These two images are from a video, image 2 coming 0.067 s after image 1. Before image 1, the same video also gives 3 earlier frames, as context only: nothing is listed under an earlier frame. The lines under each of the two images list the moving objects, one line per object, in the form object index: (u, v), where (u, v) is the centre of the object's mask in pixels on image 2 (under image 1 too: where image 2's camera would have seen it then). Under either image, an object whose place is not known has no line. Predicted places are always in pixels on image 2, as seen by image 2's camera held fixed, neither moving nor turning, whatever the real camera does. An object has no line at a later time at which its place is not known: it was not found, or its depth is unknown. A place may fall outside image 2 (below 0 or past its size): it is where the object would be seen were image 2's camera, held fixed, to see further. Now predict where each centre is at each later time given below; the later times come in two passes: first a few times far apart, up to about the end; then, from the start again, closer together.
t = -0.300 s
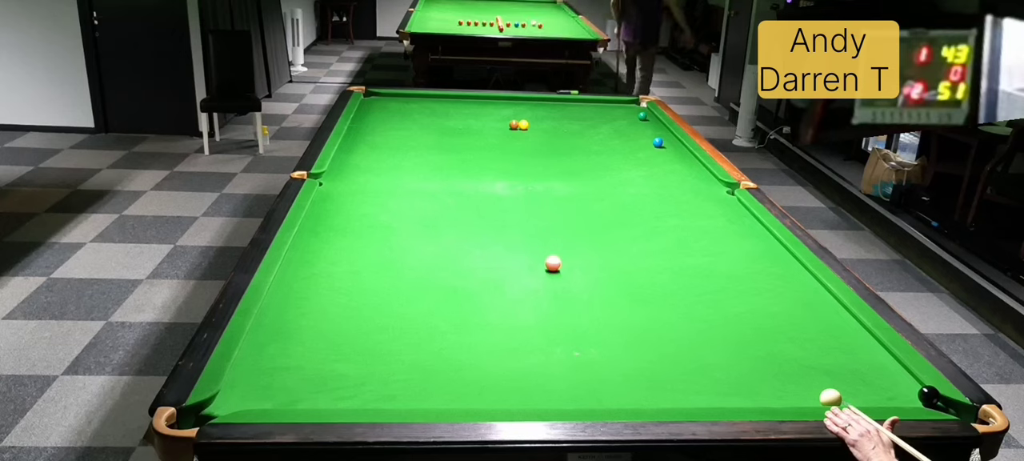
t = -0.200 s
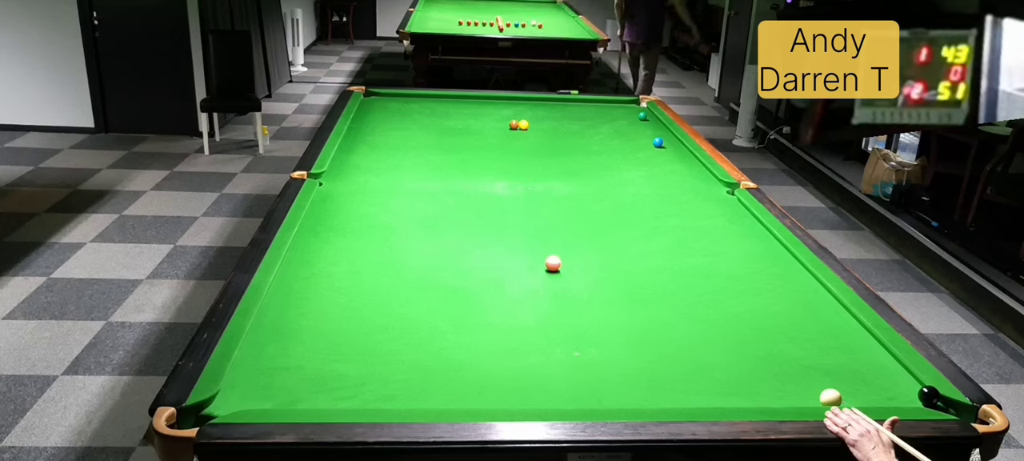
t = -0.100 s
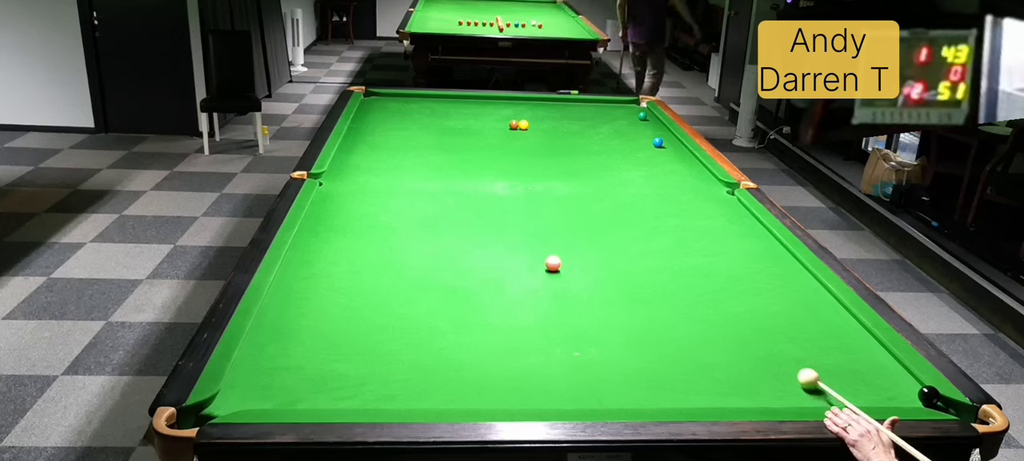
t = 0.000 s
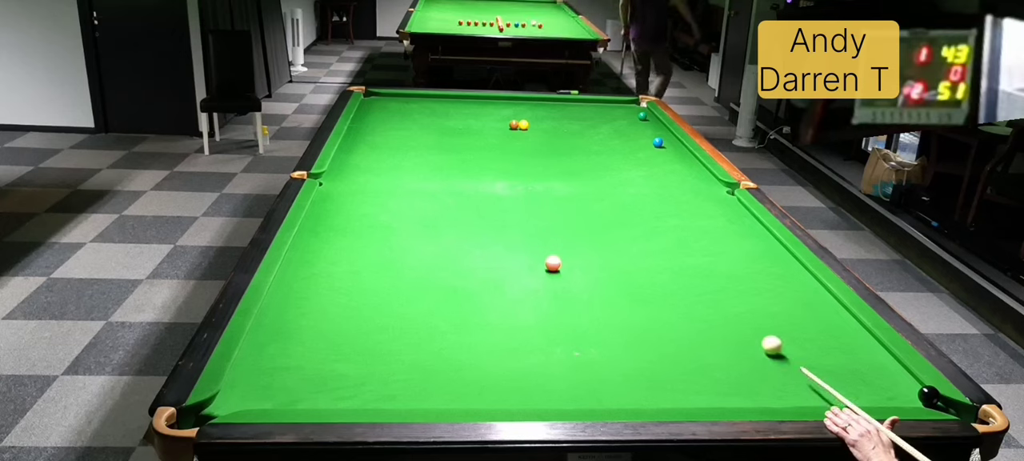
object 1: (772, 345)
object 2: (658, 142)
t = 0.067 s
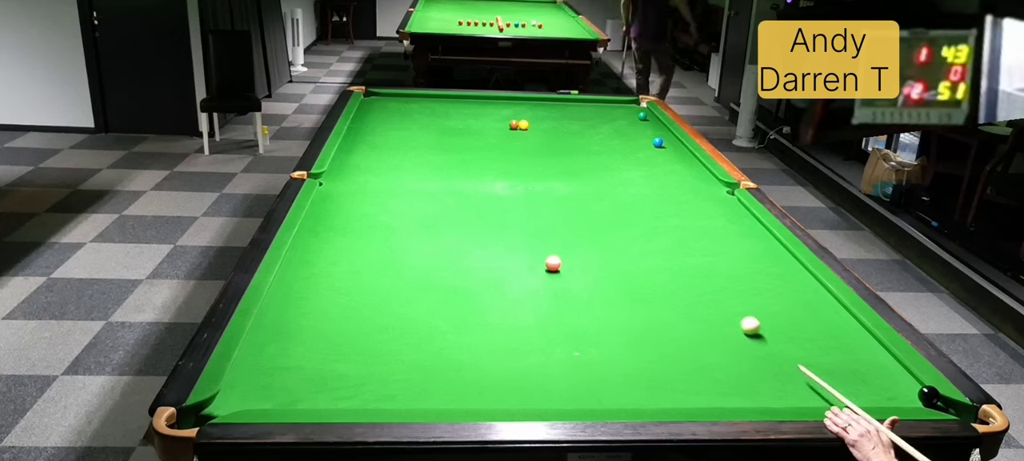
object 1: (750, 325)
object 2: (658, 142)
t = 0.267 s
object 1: (696, 276)
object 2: (658, 142)
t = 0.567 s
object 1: (636, 221)
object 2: (658, 142)
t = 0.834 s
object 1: (596, 185)
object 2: (658, 142)
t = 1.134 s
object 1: (561, 153)
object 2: (658, 142)
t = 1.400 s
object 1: (536, 130)
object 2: (658, 142)
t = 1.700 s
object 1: (545, 114)
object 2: (658, 143)
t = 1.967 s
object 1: (554, 103)
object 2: (658, 142)
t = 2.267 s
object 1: (569, 104)
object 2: (658, 142)
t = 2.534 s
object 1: (585, 112)
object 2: (658, 142)
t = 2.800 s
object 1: (602, 119)
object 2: (658, 142)
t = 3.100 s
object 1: (622, 128)
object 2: (658, 142)
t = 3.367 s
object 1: (640, 136)
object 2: (658, 143)
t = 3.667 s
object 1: (648, 142)
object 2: (670, 146)
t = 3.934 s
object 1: (647, 145)
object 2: (685, 149)
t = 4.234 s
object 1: (646, 148)
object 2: (681, 152)
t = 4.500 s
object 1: (646, 151)
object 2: (677, 154)
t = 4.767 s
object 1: (645, 153)
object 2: (674, 156)
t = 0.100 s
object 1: (740, 316)
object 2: (658, 142)
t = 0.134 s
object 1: (731, 307)
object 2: (658, 142)
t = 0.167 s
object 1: (722, 299)
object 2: (658, 142)
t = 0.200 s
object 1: (713, 291)
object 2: (658, 142)
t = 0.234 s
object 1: (705, 283)
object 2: (658, 142)
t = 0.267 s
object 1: (696, 276)
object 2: (658, 142)
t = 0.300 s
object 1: (688, 268)
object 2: (658, 142)
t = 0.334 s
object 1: (681, 262)
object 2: (658, 142)
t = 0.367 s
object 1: (674, 255)
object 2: (658, 142)
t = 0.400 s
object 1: (667, 249)
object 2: (658, 142)
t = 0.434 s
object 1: (660, 243)
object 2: (658, 142)
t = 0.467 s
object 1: (654, 237)
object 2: (658, 142)
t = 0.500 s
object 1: (648, 231)
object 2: (658, 142)
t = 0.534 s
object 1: (642, 226)
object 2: (658, 142)
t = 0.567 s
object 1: (636, 221)
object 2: (658, 142)
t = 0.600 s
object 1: (630, 215)
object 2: (658, 142)
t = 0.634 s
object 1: (625, 211)
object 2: (658, 142)
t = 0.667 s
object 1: (620, 206)
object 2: (658, 142)
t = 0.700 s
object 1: (615, 201)
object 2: (658, 142)
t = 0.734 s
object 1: (610, 197)
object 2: (658, 142)
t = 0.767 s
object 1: (605, 192)
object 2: (658, 142)
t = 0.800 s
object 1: (600, 188)
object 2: (658, 142)
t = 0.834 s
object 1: (596, 185)
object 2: (658, 142)
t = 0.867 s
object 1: (592, 181)
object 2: (658, 142)
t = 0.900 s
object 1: (587, 177)
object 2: (658, 142)
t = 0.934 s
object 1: (583, 173)
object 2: (658, 142)
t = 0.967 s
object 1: (579, 169)
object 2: (658, 142)
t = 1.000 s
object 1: (575, 166)
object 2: (658, 142)
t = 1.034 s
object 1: (571, 162)
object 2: (658, 142)
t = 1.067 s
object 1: (568, 159)
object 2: (658, 142)
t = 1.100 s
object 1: (564, 156)
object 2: (658, 142)
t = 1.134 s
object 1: (561, 153)
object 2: (658, 142)
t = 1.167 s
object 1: (557, 149)
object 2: (658, 142)
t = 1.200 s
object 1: (554, 146)
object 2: (658, 142)
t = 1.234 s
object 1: (551, 144)
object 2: (658, 142)
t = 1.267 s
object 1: (548, 140)
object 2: (658, 142)
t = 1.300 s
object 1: (545, 138)
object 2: (658, 142)
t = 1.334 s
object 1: (542, 135)
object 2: (658, 142)
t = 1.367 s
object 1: (539, 133)
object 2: (658, 142)
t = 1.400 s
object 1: (536, 130)
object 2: (658, 142)
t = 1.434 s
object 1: (533, 127)
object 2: (658, 142)
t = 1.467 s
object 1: (533, 125)
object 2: (658, 142)
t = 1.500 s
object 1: (536, 124)
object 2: (658, 142)
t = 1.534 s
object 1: (537, 122)
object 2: (658, 142)
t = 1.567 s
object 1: (539, 120)
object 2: (658, 142)
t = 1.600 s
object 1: (541, 119)
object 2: (658, 142)
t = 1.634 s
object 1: (542, 117)
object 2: (658, 143)
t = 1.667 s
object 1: (543, 116)
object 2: (658, 143)
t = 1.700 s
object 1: (545, 114)
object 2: (658, 143)
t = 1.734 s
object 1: (546, 113)
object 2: (658, 143)
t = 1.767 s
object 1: (547, 111)
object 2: (658, 143)
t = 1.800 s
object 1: (548, 110)
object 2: (658, 143)
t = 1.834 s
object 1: (549, 108)
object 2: (658, 143)
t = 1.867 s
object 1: (550, 107)
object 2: (658, 142)
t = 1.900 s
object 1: (552, 106)
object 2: (658, 142)
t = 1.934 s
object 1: (553, 104)
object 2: (658, 142)
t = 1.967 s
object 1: (554, 103)
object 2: (658, 142)
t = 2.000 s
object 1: (555, 102)
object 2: (658, 142)
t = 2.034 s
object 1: (556, 101)
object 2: (658, 142)
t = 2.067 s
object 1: (557, 99)
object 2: (658, 142)
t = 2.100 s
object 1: (558, 99)
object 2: (658, 142)
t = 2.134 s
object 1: (561, 101)
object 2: (658, 142)
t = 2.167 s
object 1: (563, 102)
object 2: (658, 142)
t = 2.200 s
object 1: (565, 103)
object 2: (658, 142)
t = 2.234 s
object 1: (567, 103)
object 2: (658, 142)
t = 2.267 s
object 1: (569, 104)
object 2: (658, 142)
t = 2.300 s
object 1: (571, 105)
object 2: (658, 142)
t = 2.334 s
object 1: (573, 106)
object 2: (658, 142)
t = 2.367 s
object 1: (575, 107)
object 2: (658, 142)
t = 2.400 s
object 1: (577, 108)
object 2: (658, 142)
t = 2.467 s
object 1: (581, 110)
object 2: (658, 142)
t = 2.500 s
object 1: (583, 111)
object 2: (658, 142)
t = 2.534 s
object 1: (585, 112)
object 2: (658, 142)
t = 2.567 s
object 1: (587, 113)
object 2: (658, 142)
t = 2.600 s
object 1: (589, 114)
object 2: (658, 142)
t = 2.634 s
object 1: (592, 114)
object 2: (658, 142)
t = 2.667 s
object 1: (594, 115)
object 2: (658, 142)
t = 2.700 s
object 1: (596, 116)
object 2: (658, 142)
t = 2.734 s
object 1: (598, 117)
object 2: (658, 142)
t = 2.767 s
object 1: (600, 118)
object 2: (658, 142)
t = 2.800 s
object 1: (602, 119)
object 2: (658, 142)
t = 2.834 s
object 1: (604, 120)
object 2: (658, 142)
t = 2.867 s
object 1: (606, 121)
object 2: (658, 142)
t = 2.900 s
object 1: (609, 122)
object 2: (658, 142)
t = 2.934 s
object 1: (611, 123)
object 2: (658, 142)
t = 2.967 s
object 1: (613, 124)
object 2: (658, 142)
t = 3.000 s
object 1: (615, 125)
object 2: (658, 142)
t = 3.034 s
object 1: (617, 126)
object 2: (658, 142)
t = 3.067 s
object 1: (620, 127)
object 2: (658, 142)
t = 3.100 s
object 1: (622, 128)
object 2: (658, 142)
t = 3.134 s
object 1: (624, 129)
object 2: (658, 142)
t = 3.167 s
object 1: (626, 130)
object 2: (658, 142)
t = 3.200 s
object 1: (629, 131)
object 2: (658, 142)
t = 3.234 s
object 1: (631, 132)
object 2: (658, 142)
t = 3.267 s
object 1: (633, 133)
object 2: (658, 142)
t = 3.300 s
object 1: (635, 134)
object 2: (658, 143)
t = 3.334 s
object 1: (638, 135)
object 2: (658, 142)
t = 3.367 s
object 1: (640, 136)
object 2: (658, 143)
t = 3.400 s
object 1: (642, 137)
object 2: (658, 143)
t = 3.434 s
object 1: (645, 138)
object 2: (658, 142)
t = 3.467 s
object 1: (647, 139)
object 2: (658, 142)
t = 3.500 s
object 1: (649, 140)
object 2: (659, 143)
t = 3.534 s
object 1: (649, 140)
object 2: (661, 143)
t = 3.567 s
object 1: (648, 140)
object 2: (664, 144)
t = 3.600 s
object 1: (648, 141)
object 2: (666, 144)
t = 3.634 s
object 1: (648, 141)
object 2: (668, 145)
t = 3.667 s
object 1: (648, 142)
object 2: (670, 146)
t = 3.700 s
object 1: (648, 142)
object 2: (672, 146)
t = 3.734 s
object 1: (648, 142)
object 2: (673, 146)
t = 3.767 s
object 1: (647, 143)
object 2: (676, 147)
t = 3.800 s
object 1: (647, 143)
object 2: (677, 147)
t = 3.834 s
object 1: (647, 144)
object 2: (679, 148)
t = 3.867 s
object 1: (647, 144)
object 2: (681, 149)
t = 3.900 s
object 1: (647, 144)
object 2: (683, 149)
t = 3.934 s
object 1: (647, 145)
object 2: (685, 149)
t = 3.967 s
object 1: (647, 145)
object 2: (685, 150)
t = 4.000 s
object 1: (647, 145)
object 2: (685, 150)
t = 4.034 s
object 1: (647, 146)
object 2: (684, 150)
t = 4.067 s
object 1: (647, 146)
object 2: (684, 151)
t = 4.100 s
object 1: (646, 147)
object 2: (683, 151)
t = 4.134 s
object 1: (646, 147)
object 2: (683, 151)
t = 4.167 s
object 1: (646, 147)
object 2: (682, 152)
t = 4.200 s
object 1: (646, 148)
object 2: (681, 152)
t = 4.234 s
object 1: (646, 148)
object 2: (681, 152)
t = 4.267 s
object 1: (646, 148)
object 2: (680, 152)
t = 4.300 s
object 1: (646, 149)
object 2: (680, 152)
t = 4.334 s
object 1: (646, 149)
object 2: (679, 153)
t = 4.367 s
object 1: (646, 149)
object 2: (679, 153)
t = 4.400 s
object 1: (646, 150)
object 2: (678, 153)
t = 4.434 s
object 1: (646, 150)
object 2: (678, 154)
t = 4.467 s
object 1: (646, 150)
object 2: (677, 154)
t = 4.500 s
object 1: (646, 151)
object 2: (677, 154)
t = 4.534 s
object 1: (645, 151)
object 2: (677, 154)
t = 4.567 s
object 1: (645, 151)
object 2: (676, 155)
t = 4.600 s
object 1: (645, 152)
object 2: (676, 155)
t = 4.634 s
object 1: (645, 152)
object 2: (675, 155)
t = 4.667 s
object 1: (645, 152)
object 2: (675, 156)
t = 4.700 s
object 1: (645, 153)
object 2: (675, 156)
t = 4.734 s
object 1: (645, 153)
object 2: (674, 156)
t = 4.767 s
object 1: (645, 153)
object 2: (674, 156)
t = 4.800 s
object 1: (645, 153)
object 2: (673, 156)
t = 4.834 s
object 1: (645, 154)
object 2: (673, 157)
